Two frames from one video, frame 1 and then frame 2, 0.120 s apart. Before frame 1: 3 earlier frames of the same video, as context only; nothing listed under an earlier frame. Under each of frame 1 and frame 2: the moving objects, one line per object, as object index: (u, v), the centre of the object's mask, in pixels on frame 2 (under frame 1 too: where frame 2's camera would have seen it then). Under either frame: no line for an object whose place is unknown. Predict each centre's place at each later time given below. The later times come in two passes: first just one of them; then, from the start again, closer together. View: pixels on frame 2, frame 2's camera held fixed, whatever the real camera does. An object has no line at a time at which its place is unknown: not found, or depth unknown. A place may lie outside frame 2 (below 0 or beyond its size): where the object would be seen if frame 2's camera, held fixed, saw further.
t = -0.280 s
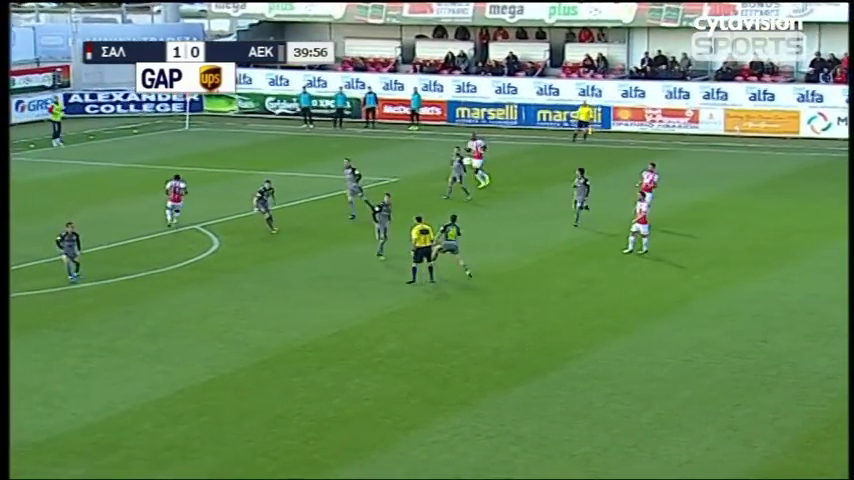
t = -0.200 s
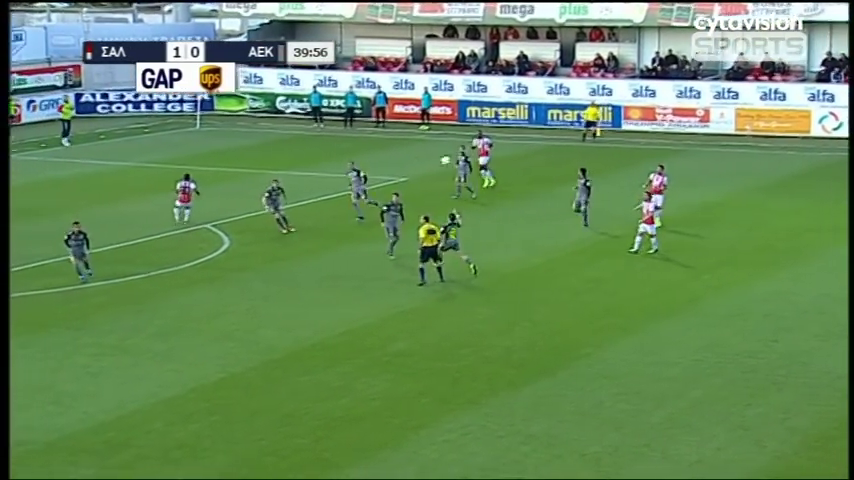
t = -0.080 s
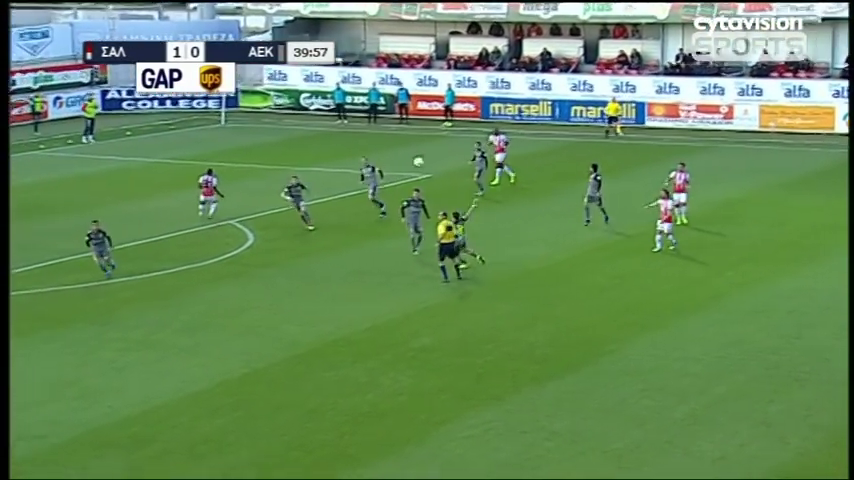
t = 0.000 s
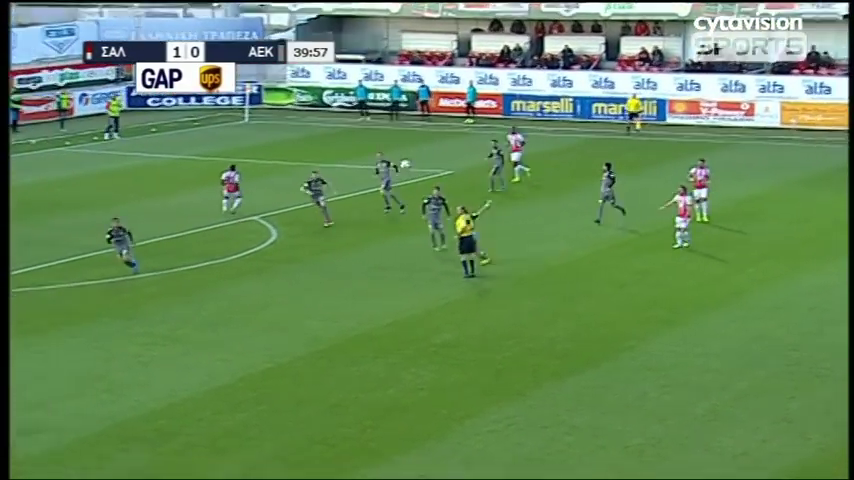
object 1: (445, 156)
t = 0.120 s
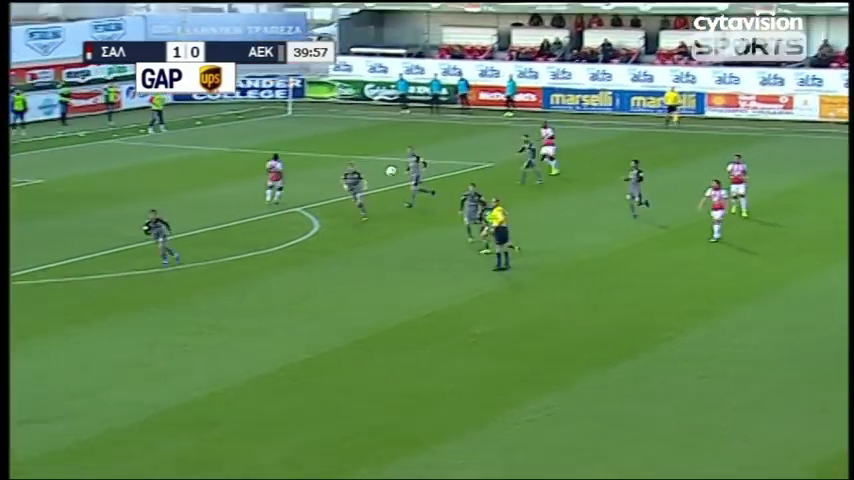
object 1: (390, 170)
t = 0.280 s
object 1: (315, 199)
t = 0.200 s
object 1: (354, 184)
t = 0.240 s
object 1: (334, 191)
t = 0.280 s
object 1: (315, 199)
